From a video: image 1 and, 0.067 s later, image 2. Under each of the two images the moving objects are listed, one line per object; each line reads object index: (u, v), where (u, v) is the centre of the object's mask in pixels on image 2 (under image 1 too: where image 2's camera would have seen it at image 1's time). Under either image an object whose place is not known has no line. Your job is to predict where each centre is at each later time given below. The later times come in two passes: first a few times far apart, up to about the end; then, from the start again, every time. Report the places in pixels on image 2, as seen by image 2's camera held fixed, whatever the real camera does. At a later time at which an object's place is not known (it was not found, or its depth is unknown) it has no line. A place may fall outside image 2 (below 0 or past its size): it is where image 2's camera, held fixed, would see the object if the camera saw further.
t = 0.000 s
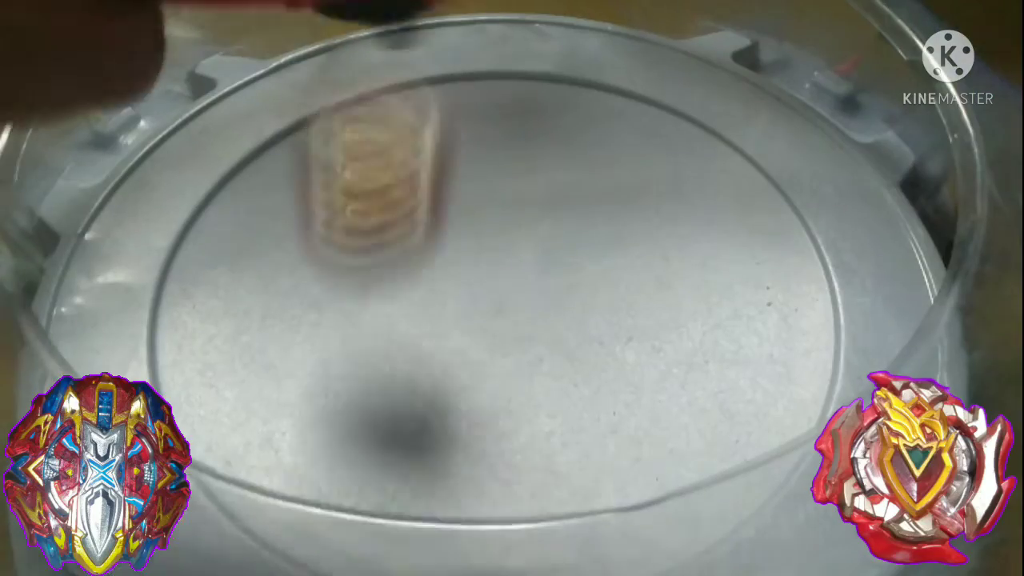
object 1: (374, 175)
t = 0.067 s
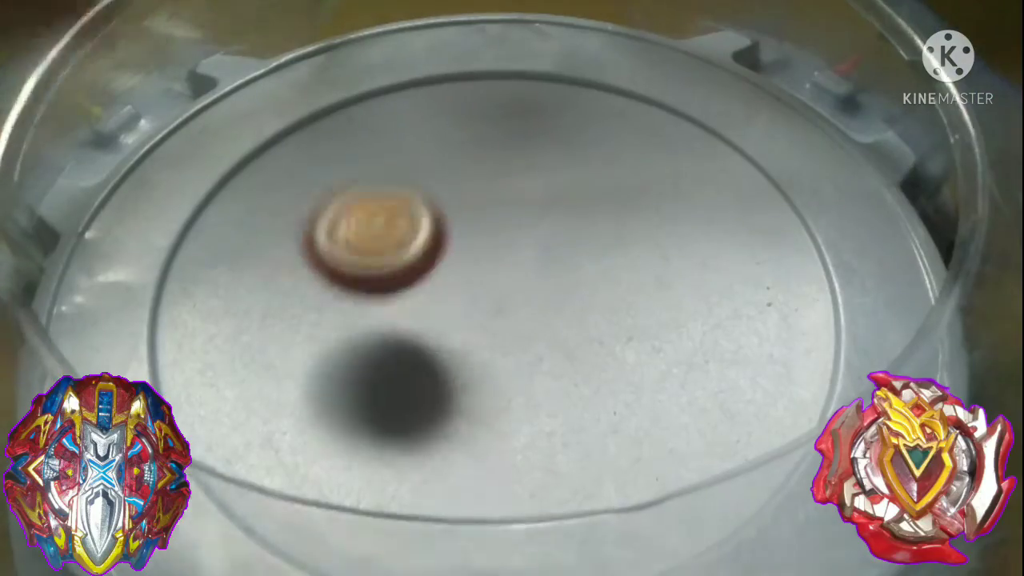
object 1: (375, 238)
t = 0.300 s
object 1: (446, 296)
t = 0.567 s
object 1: (545, 246)
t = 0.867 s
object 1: (415, 167)
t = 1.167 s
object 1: (426, 361)
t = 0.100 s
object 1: (381, 234)
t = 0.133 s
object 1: (391, 247)
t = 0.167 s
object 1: (404, 269)
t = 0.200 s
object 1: (412, 275)
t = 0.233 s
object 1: (423, 290)
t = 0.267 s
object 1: (432, 294)
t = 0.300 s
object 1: (446, 296)
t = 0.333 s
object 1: (460, 298)
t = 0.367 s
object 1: (476, 297)
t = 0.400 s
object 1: (492, 295)
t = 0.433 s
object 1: (507, 291)
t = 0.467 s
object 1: (521, 283)
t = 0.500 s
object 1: (533, 272)
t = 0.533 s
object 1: (541, 260)
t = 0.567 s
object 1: (545, 246)
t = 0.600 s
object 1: (544, 231)
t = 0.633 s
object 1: (538, 217)
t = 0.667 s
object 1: (529, 204)
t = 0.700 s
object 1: (515, 190)
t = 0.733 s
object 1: (499, 180)
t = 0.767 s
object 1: (479, 170)
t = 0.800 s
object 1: (459, 165)
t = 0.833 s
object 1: (438, 164)
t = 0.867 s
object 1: (415, 167)
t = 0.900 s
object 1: (393, 175)
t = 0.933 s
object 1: (371, 188)
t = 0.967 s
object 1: (355, 206)
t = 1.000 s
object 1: (341, 229)
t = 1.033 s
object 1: (336, 254)
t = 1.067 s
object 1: (340, 282)
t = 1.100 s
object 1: (357, 314)
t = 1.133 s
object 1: (385, 339)
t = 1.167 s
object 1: (426, 361)
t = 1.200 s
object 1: (478, 374)
